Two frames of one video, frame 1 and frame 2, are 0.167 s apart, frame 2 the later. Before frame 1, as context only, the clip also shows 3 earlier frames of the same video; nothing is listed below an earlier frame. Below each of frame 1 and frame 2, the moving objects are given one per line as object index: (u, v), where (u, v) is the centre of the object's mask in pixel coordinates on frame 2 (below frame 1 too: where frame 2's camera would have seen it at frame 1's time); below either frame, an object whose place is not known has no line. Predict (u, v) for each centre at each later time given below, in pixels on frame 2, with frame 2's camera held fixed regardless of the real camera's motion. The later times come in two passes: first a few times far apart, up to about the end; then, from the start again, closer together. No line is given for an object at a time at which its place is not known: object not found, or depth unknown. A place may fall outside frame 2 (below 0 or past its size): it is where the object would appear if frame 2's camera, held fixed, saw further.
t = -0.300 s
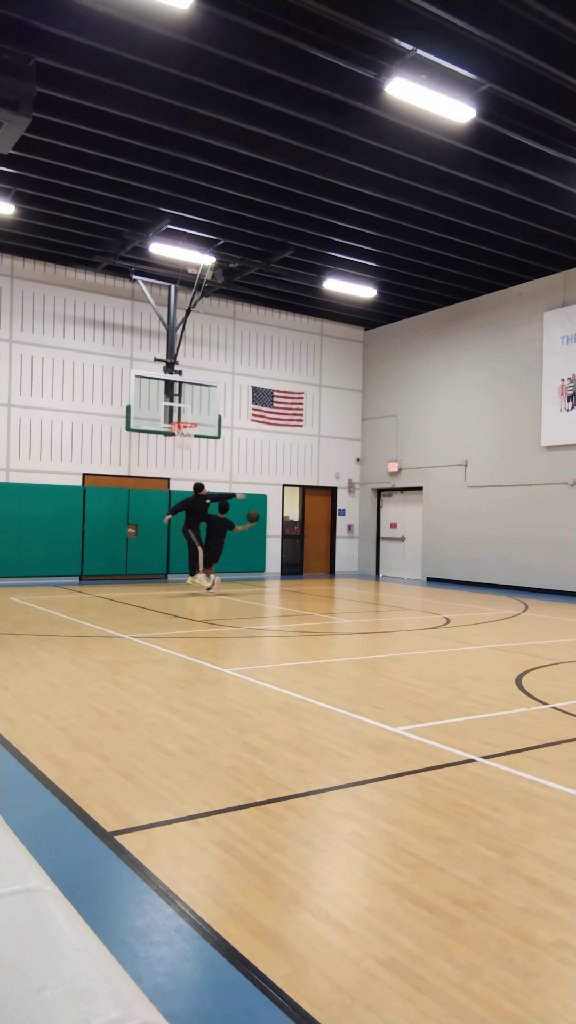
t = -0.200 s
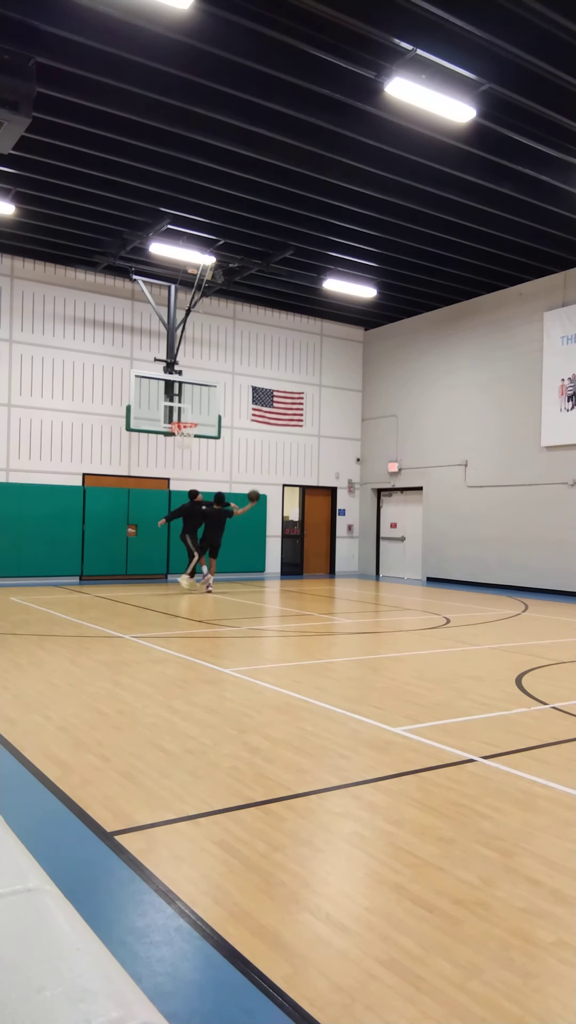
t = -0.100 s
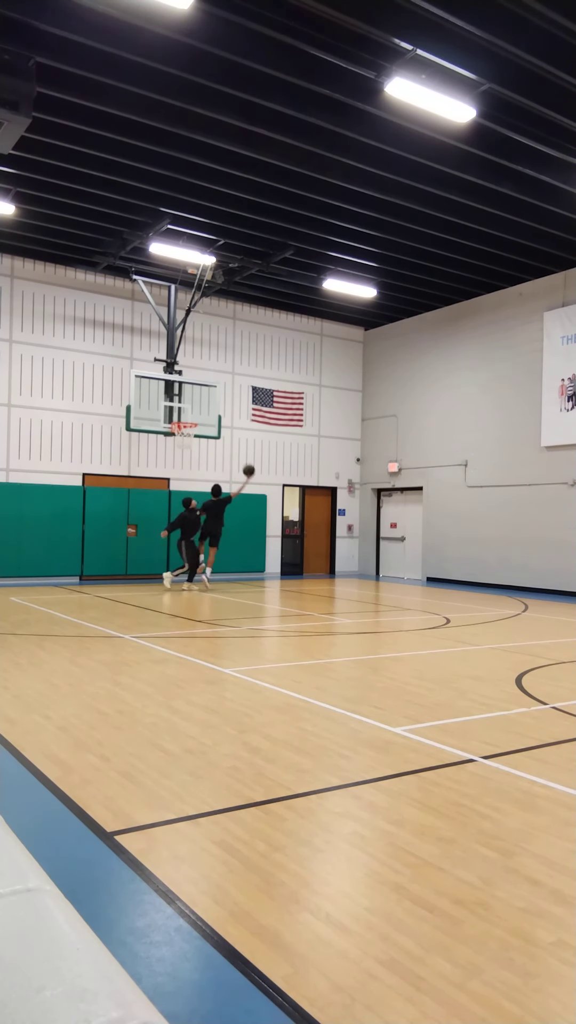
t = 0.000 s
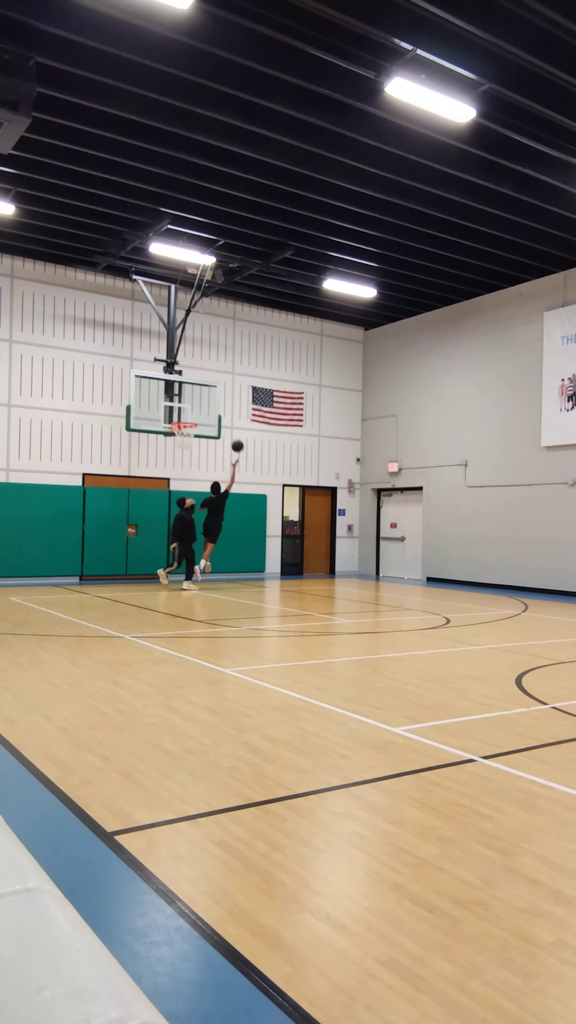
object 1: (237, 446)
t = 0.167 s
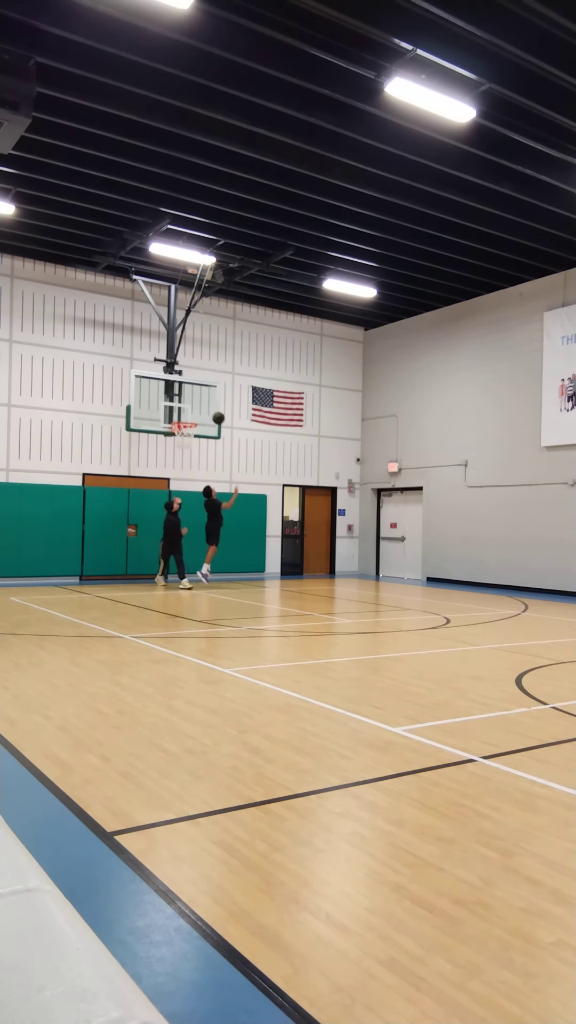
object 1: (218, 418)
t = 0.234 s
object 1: (211, 411)
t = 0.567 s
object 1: (173, 410)
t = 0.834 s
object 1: (161, 413)
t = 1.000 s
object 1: (151, 421)
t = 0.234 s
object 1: (211, 411)
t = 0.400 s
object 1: (191, 403)
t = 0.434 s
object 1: (187, 403)
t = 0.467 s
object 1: (184, 404)
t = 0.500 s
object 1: (180, 406)
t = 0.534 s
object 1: (175, 408)
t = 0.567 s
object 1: (173, 410)
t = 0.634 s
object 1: (171, 413)
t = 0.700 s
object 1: (168, 416)
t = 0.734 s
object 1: (167, 414)
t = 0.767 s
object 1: (165, 413)
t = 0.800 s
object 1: (163, 412)
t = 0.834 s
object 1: (161, 413)
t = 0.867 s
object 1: (159, 413)
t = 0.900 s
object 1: (157, 414)
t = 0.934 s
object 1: (155, 416)
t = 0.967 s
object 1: (153, 418)
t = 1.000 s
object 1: (151, 421)
